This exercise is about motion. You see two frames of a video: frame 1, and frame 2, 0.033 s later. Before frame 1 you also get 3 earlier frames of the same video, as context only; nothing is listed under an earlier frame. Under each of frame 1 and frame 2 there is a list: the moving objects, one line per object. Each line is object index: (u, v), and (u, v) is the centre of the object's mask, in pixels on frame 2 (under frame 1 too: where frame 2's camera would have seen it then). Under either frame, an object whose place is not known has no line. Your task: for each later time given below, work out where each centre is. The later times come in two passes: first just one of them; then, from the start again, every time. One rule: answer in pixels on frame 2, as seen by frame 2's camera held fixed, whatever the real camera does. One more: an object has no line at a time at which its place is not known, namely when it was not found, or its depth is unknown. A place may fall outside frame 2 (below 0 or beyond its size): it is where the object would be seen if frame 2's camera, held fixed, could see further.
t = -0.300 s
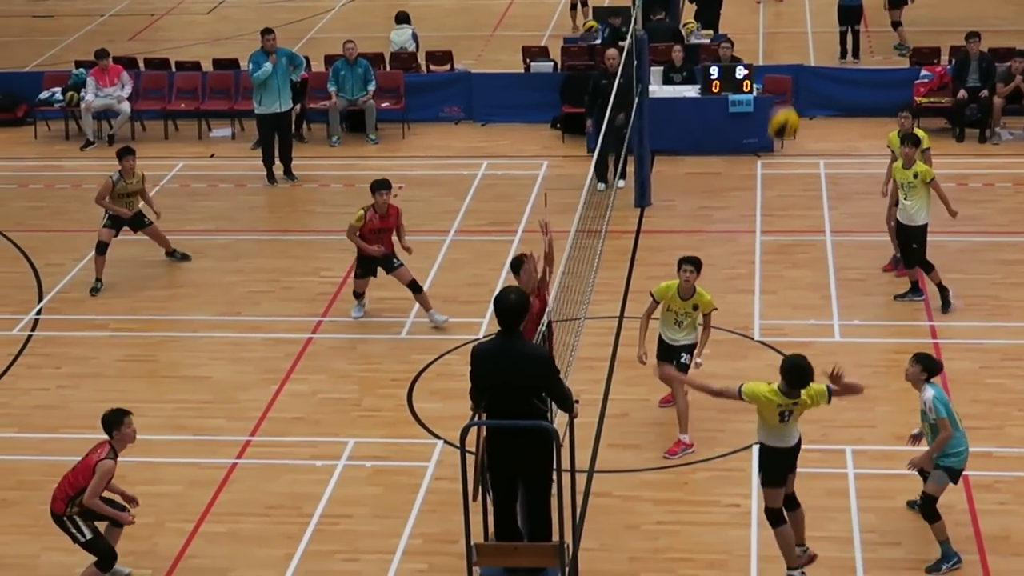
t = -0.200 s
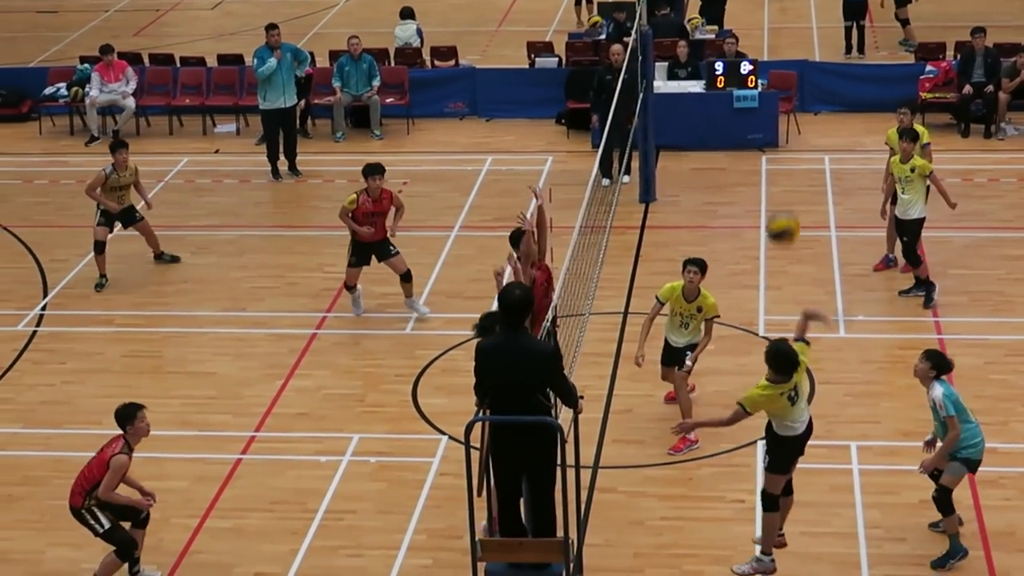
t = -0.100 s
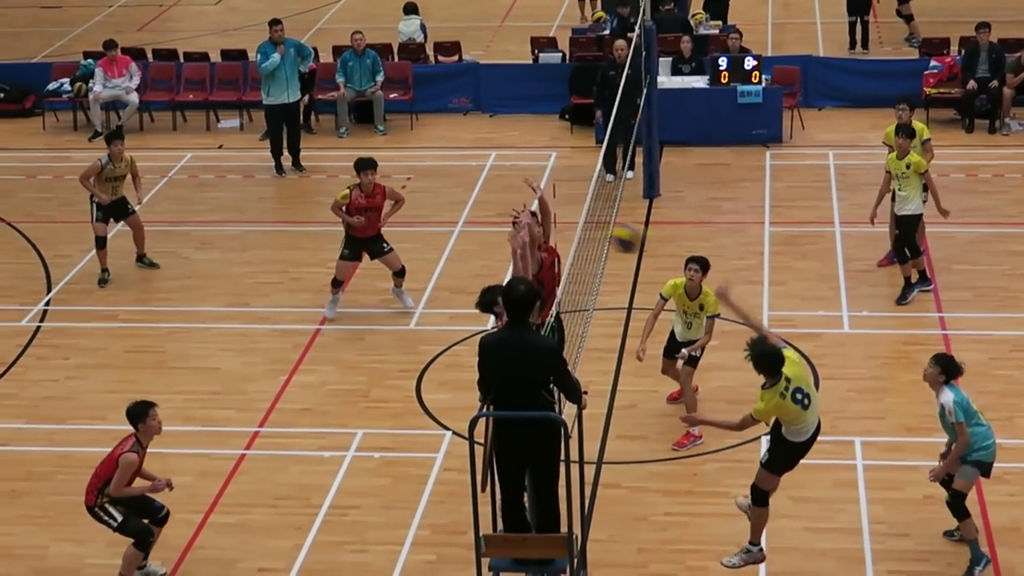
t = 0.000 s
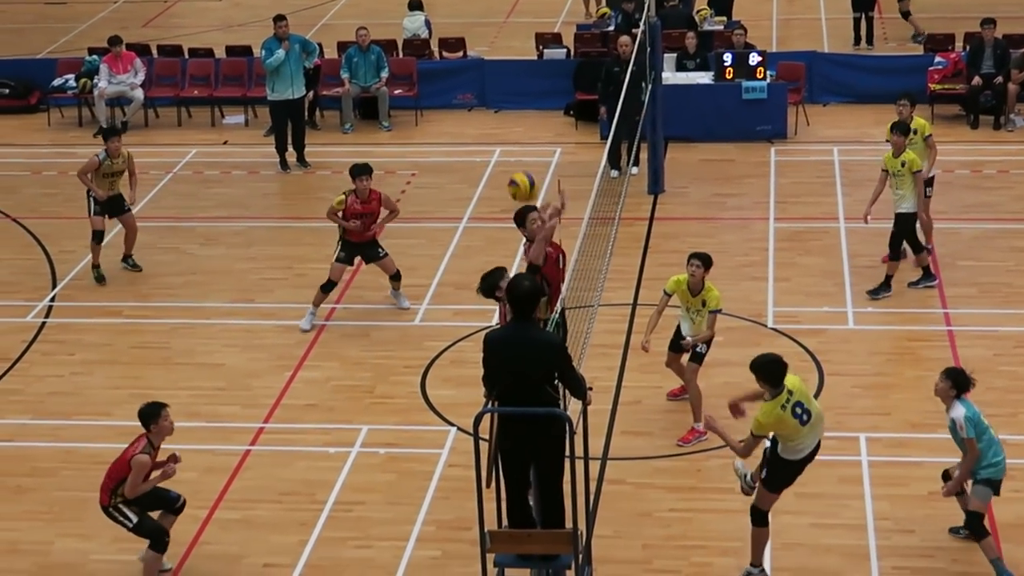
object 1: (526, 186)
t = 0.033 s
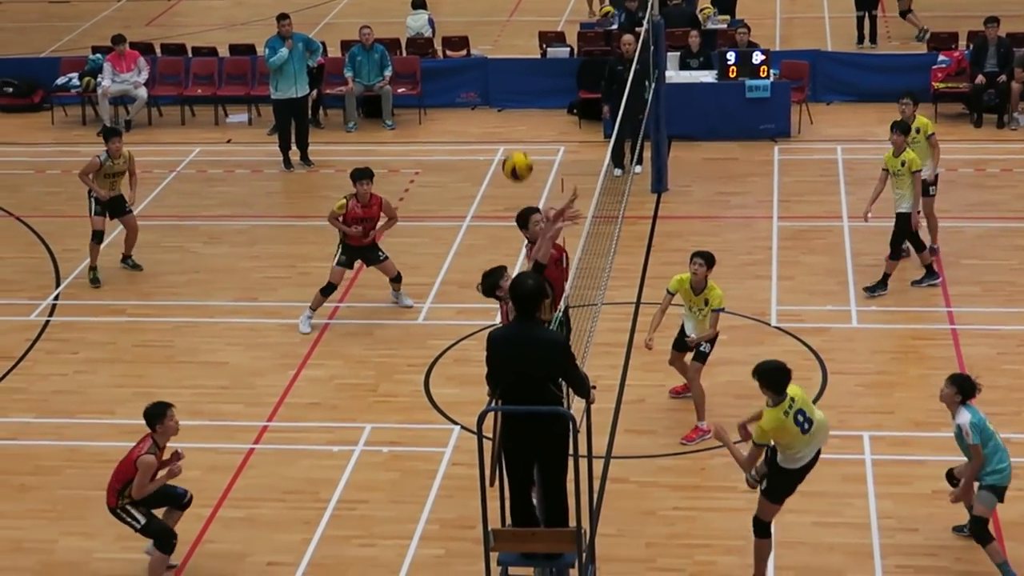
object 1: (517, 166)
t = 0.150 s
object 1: (488, 111)
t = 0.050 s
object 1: (513, 157)
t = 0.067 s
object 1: (508, 148)
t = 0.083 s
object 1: (503, 141)
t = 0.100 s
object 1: (500, 133)
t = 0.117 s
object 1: (496, 124)
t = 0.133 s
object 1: (492, 117)
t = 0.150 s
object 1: (488, 111)
